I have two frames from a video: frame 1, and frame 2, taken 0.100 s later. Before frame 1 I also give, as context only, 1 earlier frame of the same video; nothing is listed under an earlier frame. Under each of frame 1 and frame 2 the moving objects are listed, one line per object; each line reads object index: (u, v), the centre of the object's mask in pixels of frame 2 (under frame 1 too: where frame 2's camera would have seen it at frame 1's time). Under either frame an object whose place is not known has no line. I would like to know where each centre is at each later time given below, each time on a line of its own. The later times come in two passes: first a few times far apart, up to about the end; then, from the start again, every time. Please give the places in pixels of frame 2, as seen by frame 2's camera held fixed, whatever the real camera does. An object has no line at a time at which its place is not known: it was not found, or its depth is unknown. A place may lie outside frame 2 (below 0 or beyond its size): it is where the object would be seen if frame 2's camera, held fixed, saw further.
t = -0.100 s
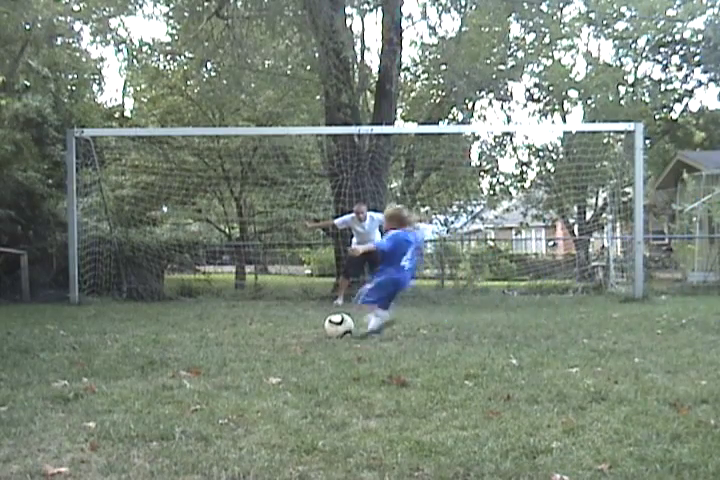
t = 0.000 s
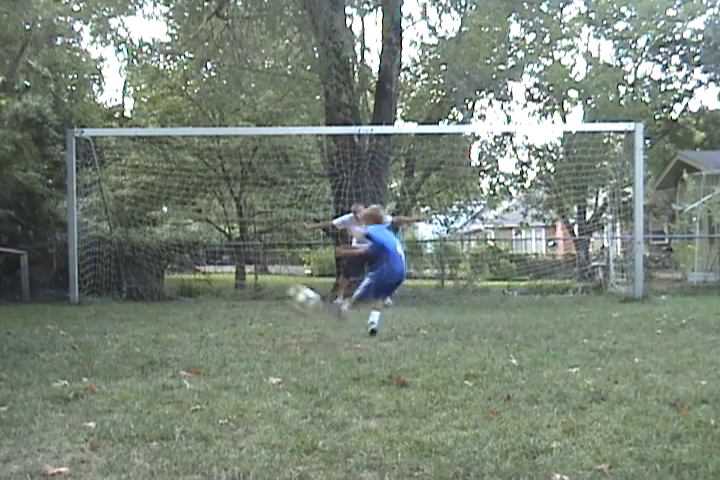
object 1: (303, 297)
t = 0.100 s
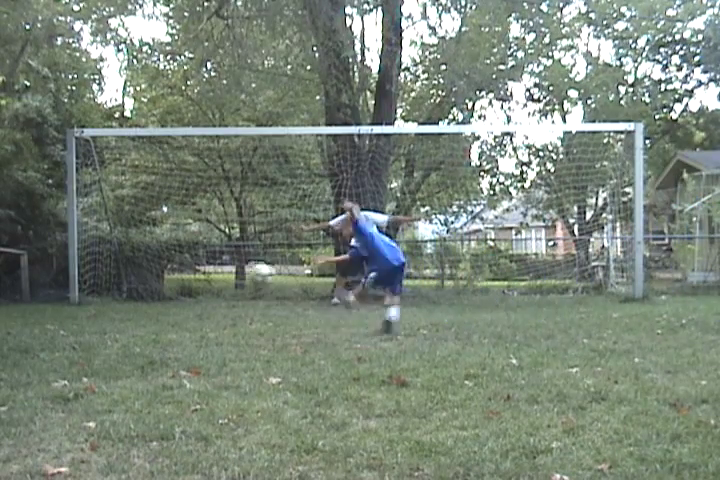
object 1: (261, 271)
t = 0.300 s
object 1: (196, 259)
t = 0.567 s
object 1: (138, 287)
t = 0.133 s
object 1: (248, 266)
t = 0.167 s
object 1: (235, 263)
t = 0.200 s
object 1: (225, 260)
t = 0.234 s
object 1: (215, 259)
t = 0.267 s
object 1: (204, 258)
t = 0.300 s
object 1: (196, 259)
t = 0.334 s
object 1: (186, 260)
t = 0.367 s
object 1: (179, 261)
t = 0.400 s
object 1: (172, 264)
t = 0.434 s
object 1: (164, 267)
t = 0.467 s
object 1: (158, 271)
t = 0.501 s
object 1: (151, 276)
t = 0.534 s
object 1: (145, 281)
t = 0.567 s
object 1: (138, 287)
